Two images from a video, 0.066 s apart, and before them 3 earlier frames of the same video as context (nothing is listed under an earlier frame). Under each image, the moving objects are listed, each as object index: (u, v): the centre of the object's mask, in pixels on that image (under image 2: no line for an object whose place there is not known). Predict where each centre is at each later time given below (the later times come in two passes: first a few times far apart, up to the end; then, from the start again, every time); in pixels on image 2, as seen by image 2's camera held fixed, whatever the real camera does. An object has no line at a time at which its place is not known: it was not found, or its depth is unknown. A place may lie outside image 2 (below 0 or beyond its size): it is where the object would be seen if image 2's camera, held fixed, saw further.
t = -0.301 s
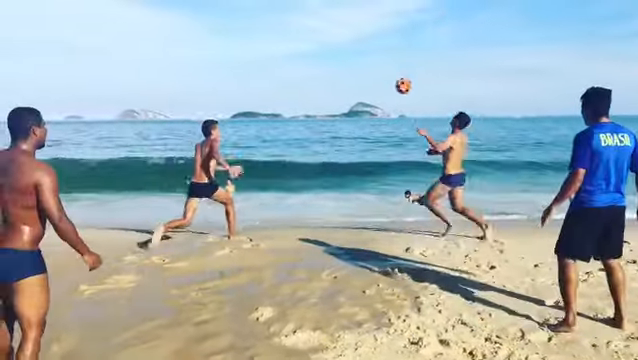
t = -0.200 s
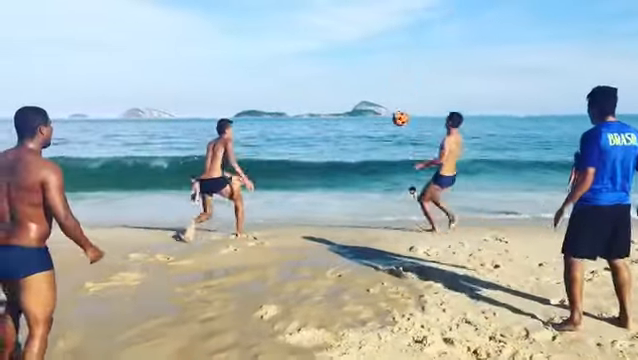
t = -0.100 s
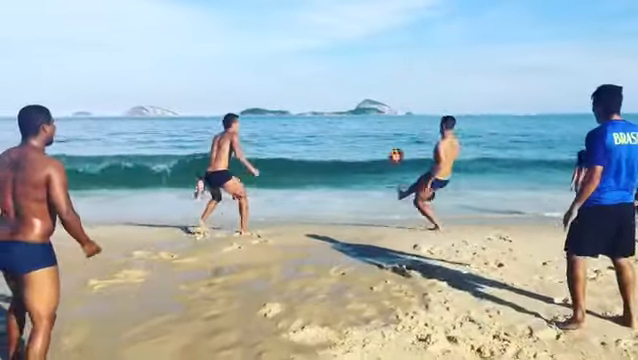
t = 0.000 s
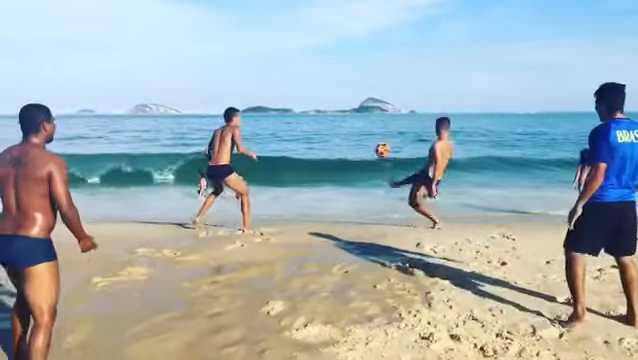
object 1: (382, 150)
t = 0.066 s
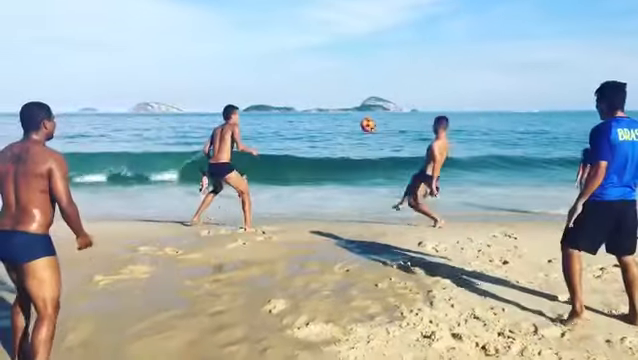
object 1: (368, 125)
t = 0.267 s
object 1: (317, 68)
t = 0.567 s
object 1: (237, 33)
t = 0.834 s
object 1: (162, 61)
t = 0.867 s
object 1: (153, 68)
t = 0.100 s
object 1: (359, 113)
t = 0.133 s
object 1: (351, 104)
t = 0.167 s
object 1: (343, 93)
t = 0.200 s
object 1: (334, 84)
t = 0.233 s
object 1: (325, 76)
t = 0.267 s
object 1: (317, 68)
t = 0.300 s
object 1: (308, 61)
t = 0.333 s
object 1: (300, 54)
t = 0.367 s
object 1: (291, 49)
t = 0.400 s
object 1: (282, 44)
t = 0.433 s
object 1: (273, 40)
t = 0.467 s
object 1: (264, 37)
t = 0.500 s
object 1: (255, 34)
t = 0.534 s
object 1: (246, 33)
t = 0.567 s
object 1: (237, 33)
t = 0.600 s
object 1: (227, 33)
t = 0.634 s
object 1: (218, 34)
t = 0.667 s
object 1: (209, 36)
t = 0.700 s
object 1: (200, 40)
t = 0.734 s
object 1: (190, 44)
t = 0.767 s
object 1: (181, 48)
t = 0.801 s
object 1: (171, 54)
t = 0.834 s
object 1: (162, 61)
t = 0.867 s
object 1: (153, 68)
